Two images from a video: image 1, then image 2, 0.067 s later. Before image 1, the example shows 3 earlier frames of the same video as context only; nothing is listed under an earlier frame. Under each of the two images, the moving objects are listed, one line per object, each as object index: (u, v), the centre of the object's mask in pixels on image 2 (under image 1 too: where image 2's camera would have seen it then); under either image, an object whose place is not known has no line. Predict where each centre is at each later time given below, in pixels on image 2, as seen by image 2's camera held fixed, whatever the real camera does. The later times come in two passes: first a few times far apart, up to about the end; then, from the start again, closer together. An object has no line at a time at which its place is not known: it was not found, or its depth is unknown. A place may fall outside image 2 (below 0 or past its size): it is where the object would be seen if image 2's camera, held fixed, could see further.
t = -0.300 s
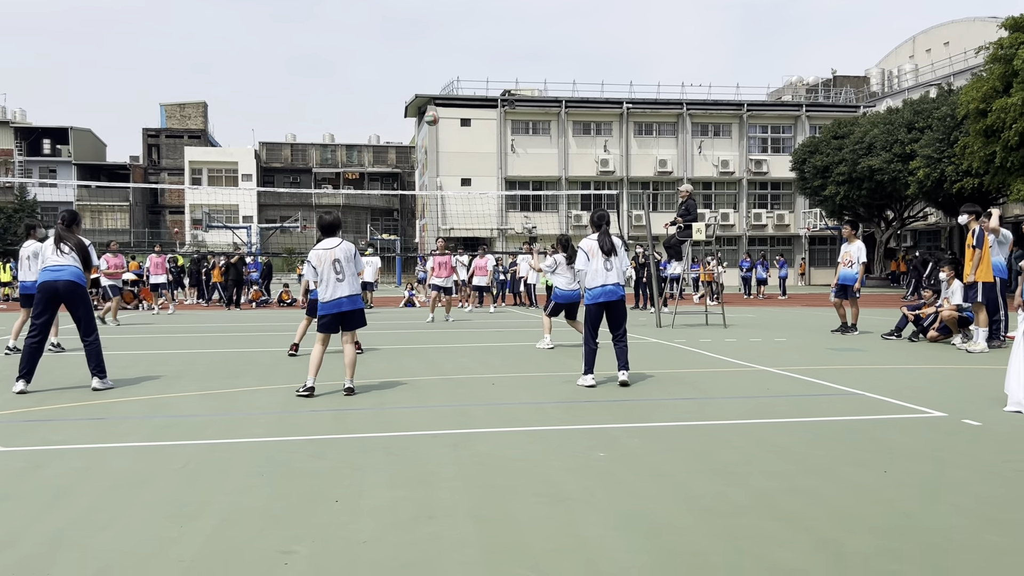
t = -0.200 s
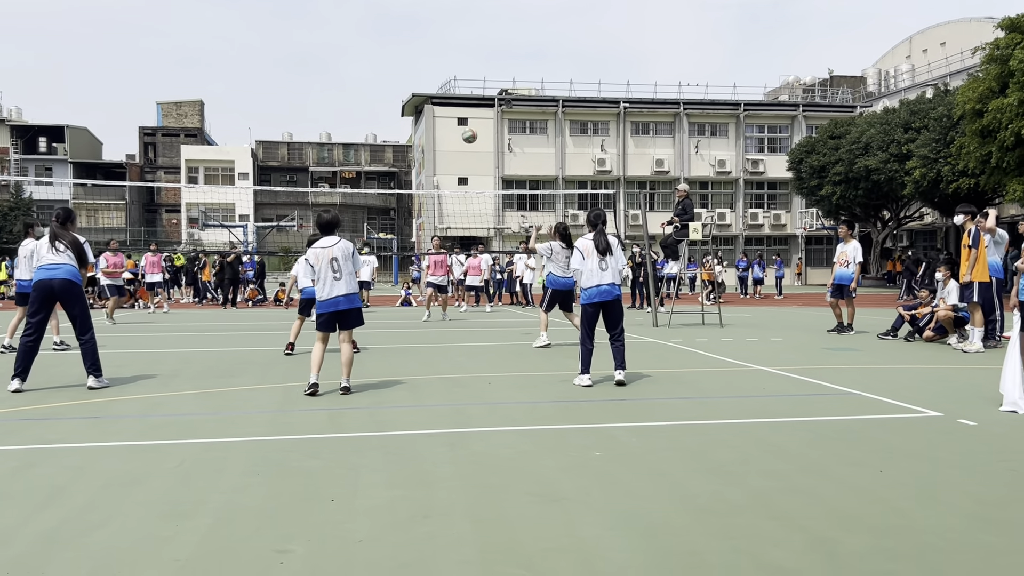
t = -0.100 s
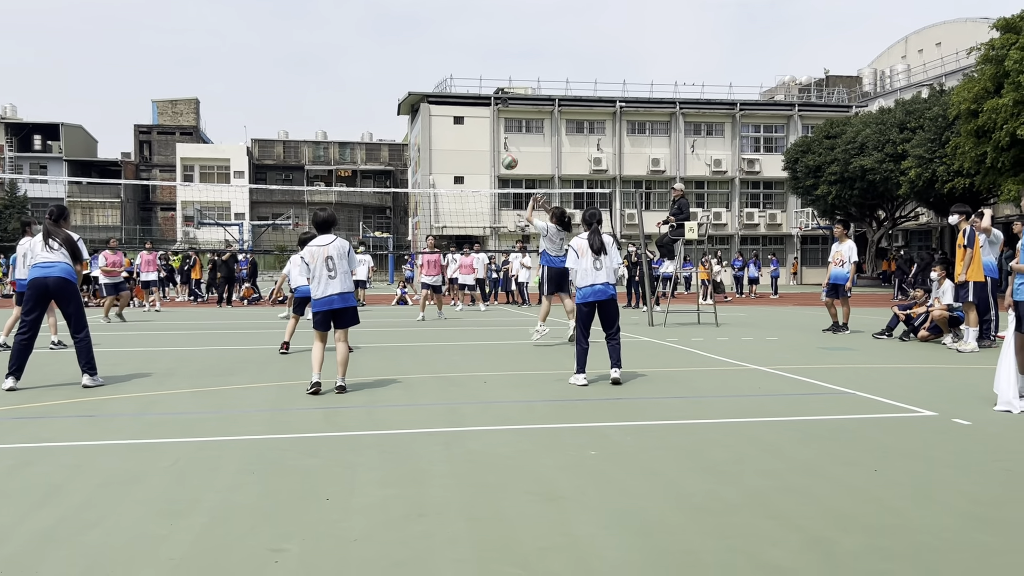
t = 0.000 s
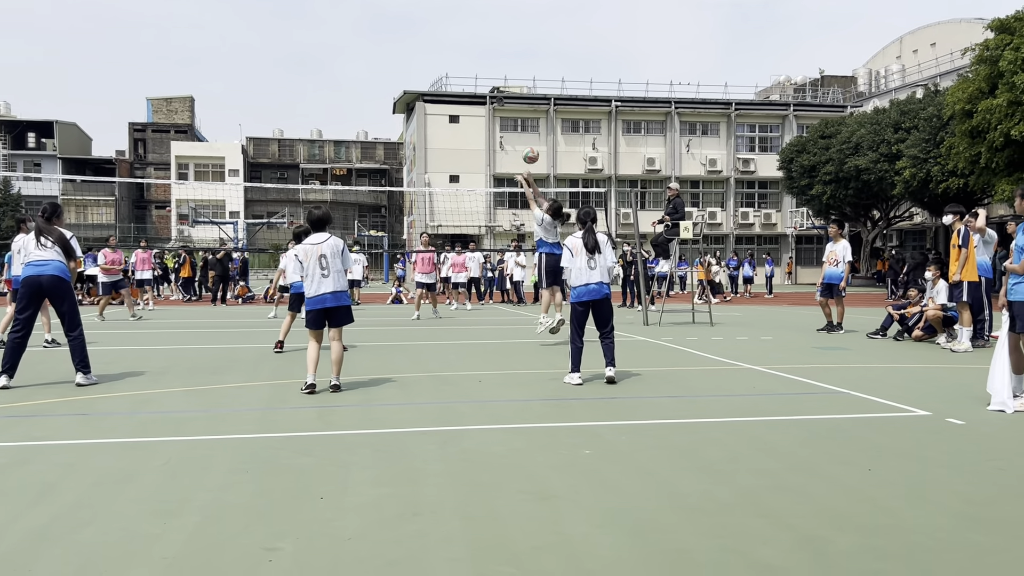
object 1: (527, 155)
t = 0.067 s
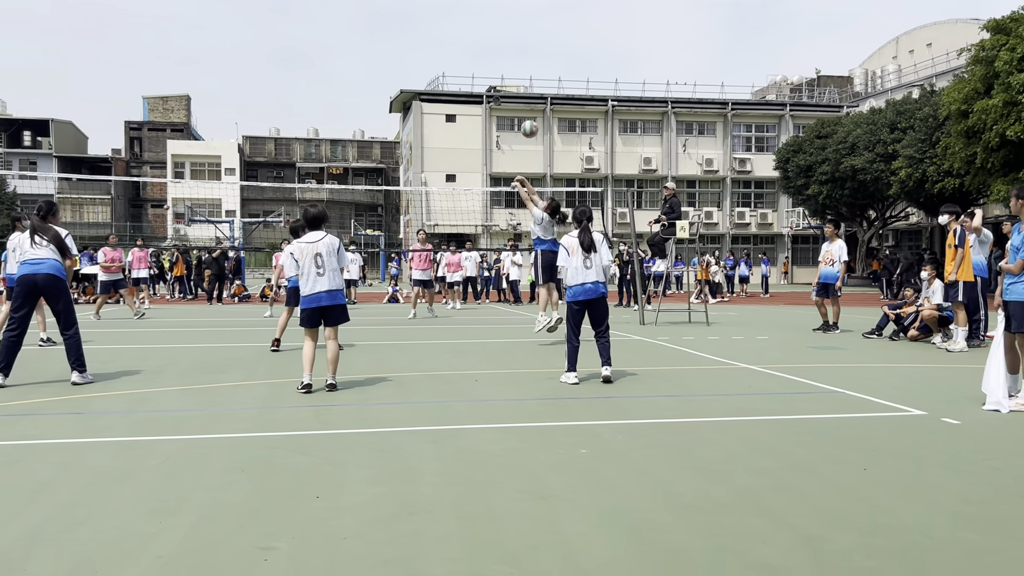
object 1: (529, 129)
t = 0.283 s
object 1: (538, 66)
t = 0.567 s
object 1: (552, 39)
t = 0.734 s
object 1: (561, 59)
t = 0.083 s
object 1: (530, 123)
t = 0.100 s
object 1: (530, 117)
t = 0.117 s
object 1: (531, 111)
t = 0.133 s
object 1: (532, 105)
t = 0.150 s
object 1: (532, 100)
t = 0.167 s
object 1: (533, 95)
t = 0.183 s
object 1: (534, 90)
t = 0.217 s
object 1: (535, 82)
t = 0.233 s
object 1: (536, 77)
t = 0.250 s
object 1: (537, 73)
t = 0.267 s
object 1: (537, 69)
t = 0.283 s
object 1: (538, 66)
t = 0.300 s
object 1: (538, 62)
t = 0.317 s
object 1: (539, 59)
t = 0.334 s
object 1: (540, 56)
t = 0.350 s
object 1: (541, 53)
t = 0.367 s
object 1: (542, 51)
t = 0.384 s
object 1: (543, 48)
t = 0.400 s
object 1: (543, 46)
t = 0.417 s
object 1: (544, 45)
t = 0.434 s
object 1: (545, 43)
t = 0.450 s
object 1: (545, 42)
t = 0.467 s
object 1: (546, 41)
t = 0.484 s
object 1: (547, 39)
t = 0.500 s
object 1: (548, 39)
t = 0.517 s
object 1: (549, 38)
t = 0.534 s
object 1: (550, 38)
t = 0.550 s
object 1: (551, 39)
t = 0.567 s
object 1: (552, 39)
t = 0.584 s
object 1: (552, 40)
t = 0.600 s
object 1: (553, 41)
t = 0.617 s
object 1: (554, 42)
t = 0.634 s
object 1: (555, 44)
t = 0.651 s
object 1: (556, 46)
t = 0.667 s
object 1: (556, 48)
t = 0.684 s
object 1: (557, 50)
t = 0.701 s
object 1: (559, 53)
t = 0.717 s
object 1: (560, 56)
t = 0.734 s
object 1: (561, 59)
